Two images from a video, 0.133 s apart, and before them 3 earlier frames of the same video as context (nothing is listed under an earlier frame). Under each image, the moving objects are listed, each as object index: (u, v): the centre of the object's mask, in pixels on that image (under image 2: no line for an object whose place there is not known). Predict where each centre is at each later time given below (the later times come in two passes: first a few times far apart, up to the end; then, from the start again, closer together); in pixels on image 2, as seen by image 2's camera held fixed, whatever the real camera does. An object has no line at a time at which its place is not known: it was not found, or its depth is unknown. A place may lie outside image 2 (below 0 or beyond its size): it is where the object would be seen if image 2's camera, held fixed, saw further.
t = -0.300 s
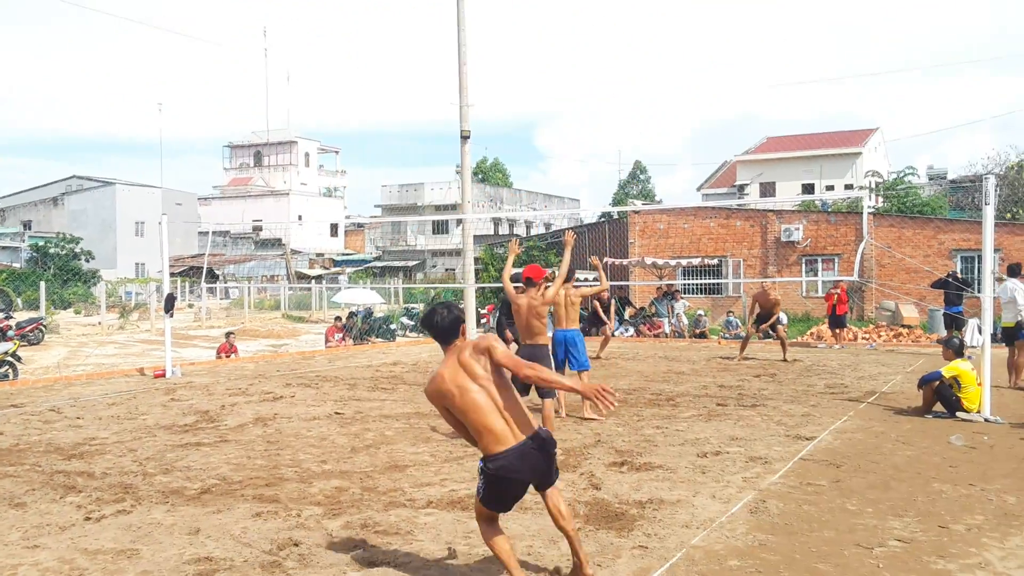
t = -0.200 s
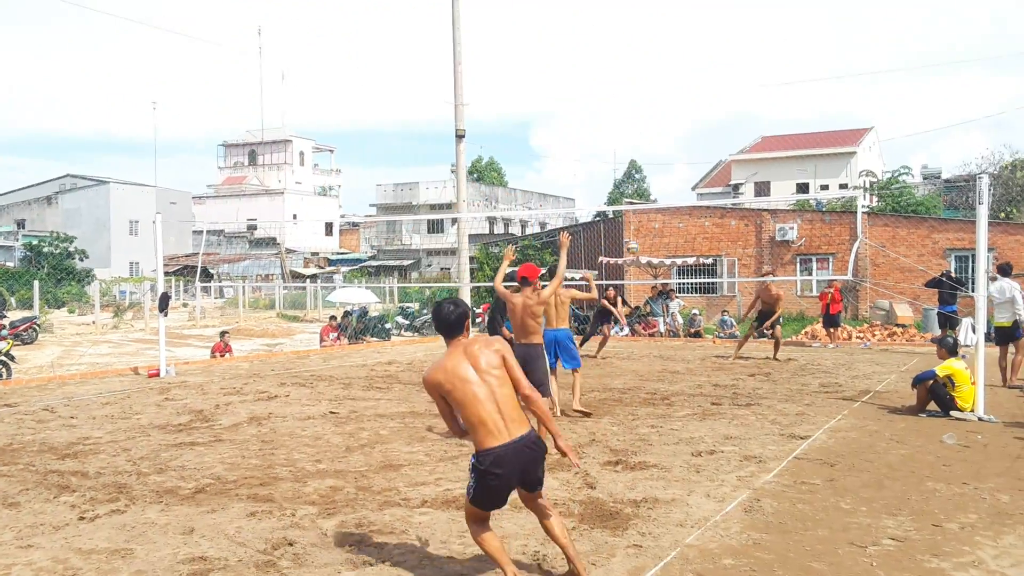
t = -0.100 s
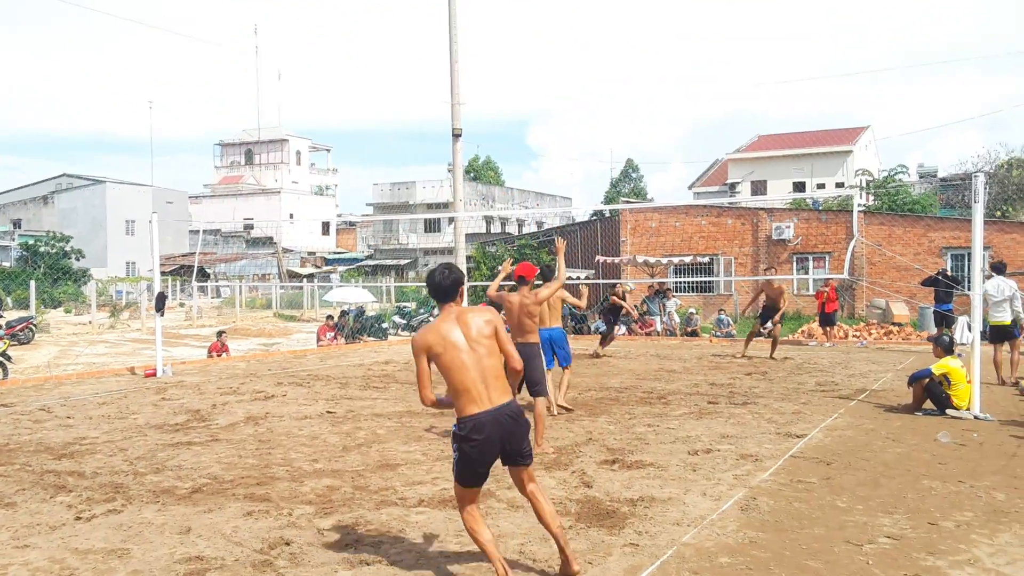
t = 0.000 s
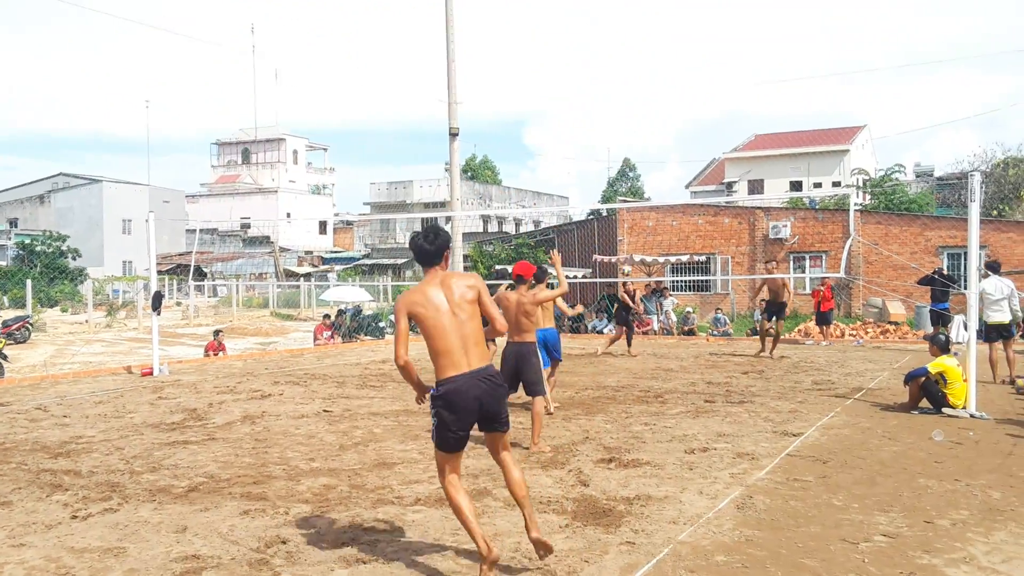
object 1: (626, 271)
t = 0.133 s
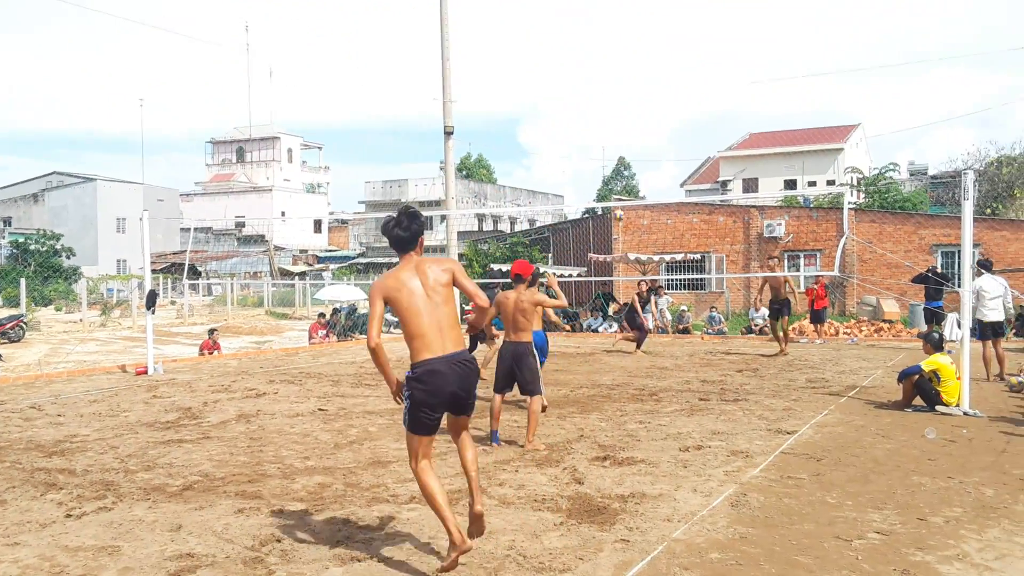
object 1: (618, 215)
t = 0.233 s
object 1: (617, 181)
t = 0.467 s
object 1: (610, 119)
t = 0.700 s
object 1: (603, 85)
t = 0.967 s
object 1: (595, 83)
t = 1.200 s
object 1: (588, 116)
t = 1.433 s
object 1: (581, 186)
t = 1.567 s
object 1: (578, 242)
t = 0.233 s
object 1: (617, 181)
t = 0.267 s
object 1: (615, 170)
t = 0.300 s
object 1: (617, 161)
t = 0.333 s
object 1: (613, 151)
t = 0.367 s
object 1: (613, 142)
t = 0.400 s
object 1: (612, 134)
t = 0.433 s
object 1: (611, 125)
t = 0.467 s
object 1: (610, 119)
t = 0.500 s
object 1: (609, 111)
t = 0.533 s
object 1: (608, 106)
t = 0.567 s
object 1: (608, 100)
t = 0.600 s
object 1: (607, 96)
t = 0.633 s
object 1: (606, 90)
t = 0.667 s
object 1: (605, 87)
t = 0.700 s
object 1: (603, 85)
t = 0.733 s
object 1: (603, 82)
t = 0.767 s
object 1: (602, 79)
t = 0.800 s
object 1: (601, 79)
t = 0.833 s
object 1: (600, 78)
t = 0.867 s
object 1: (599, 78)
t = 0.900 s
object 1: (598, 78)
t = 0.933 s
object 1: (597, 80)
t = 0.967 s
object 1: (595, 83)
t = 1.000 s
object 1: (595, 85)
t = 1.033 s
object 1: (593, 88)
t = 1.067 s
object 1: (592, 92)
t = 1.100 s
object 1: (591, 98)
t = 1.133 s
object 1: (590, 103)
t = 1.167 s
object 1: (589, 109)
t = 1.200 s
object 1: (588, 116)
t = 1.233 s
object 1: (586, 125)
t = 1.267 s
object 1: (586, 133)
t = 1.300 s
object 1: (585, 142)
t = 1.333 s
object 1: (584, 151)
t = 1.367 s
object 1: (583, 163)
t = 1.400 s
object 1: (582, 174)
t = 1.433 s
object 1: (581, 186)
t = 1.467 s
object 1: (580, 199)
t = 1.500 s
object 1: (578, 214)
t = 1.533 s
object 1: (579, 227)
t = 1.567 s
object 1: (578, 242)
